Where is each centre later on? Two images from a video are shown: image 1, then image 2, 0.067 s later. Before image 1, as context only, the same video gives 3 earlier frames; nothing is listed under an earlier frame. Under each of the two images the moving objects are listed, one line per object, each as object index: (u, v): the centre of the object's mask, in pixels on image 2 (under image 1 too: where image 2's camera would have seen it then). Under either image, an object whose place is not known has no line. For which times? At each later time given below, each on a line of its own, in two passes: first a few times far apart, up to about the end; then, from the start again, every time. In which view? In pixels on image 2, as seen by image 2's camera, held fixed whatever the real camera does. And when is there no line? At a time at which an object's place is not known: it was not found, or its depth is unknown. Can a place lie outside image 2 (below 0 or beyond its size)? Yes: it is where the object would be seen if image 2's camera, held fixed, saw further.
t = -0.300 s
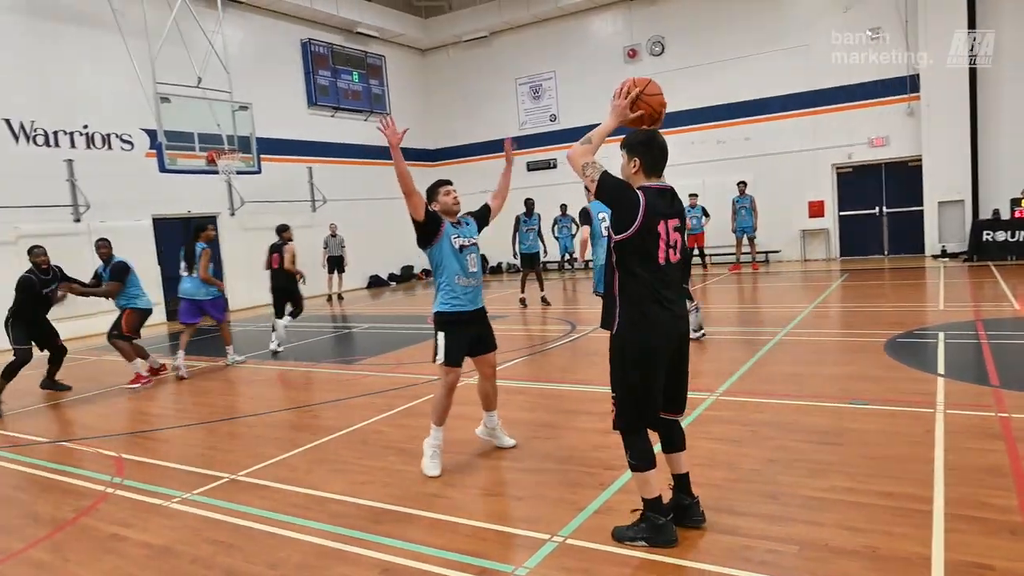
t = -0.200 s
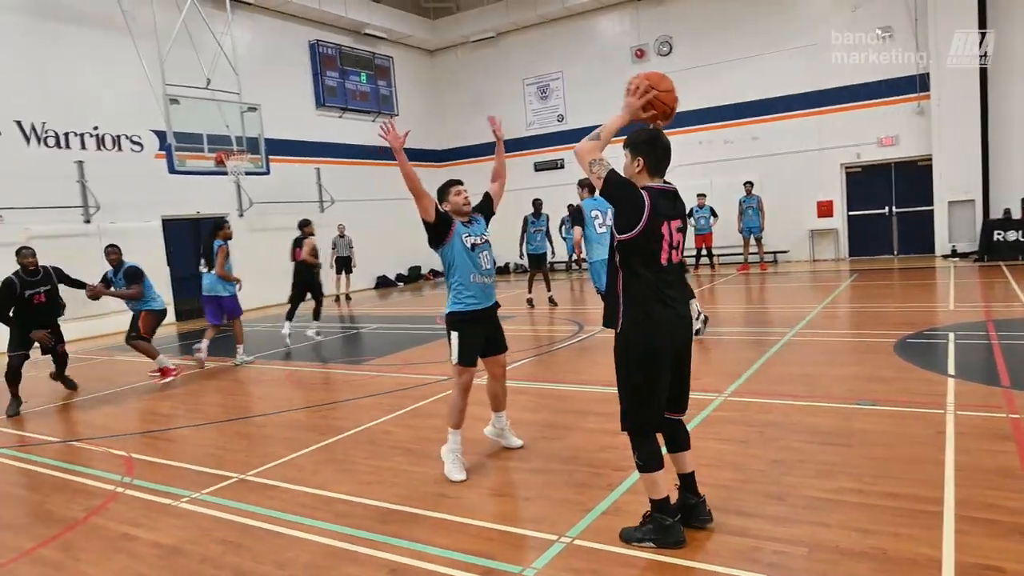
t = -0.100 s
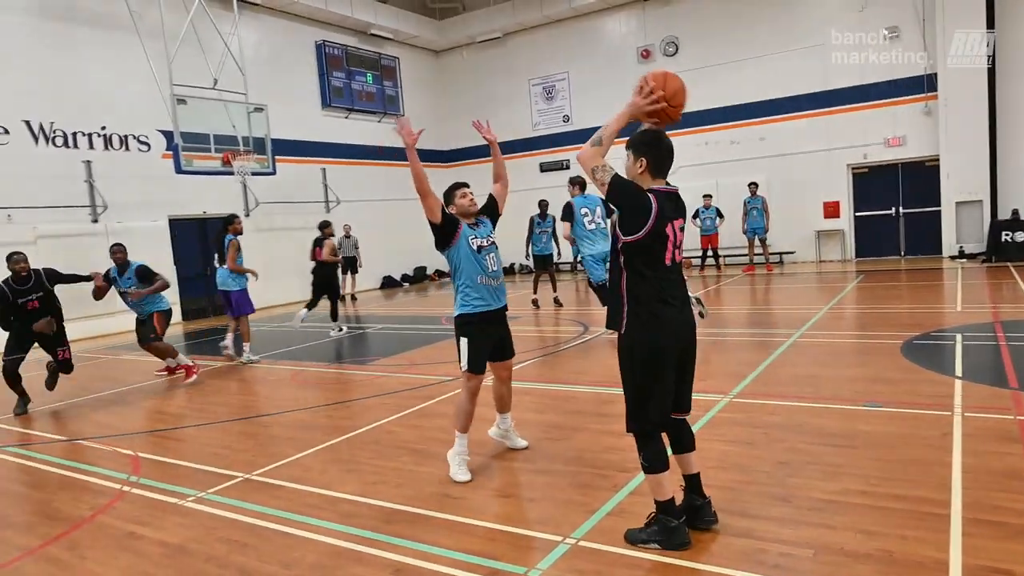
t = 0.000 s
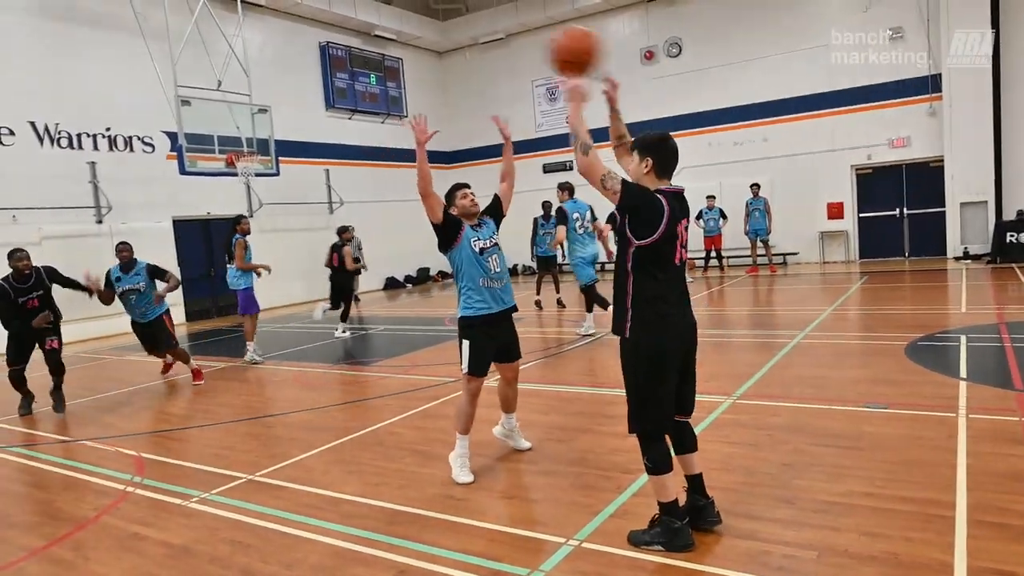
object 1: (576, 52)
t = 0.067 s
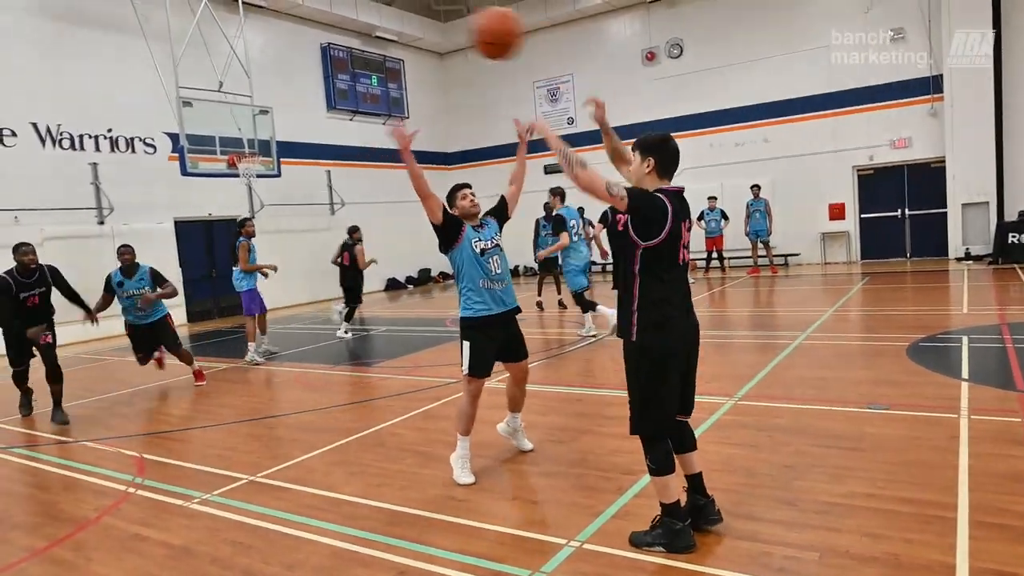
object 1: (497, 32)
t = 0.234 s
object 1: (323, 26)
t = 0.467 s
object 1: (136, 101)
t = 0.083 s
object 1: (477, 28)
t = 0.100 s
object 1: (459, 25)
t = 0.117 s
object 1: (442, 23)
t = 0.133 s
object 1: (424, 23)
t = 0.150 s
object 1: (406, 22)
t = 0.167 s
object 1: (389, 22)
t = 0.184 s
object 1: (371, 22)
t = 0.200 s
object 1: (355, 23)
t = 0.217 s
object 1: (340, 25)
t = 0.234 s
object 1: (323, 26)
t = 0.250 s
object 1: (307, 29)
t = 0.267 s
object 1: (293, 31)
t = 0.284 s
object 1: (278, 35)
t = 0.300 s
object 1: (264, 39)
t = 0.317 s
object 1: (250, 44)
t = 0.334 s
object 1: (236, 49)
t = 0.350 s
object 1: (222, 54)
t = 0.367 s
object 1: (209, 59)
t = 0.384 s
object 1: (196, 65)
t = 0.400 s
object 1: (184, 72)
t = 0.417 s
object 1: (171, 78)
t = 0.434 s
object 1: (160, 86)
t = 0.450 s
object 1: (147, 93)
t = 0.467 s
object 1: (136, 101)
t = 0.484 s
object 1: (124, 110)
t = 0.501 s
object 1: (113, 118)
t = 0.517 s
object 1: (102, 127)
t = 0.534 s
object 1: (92, 136)
